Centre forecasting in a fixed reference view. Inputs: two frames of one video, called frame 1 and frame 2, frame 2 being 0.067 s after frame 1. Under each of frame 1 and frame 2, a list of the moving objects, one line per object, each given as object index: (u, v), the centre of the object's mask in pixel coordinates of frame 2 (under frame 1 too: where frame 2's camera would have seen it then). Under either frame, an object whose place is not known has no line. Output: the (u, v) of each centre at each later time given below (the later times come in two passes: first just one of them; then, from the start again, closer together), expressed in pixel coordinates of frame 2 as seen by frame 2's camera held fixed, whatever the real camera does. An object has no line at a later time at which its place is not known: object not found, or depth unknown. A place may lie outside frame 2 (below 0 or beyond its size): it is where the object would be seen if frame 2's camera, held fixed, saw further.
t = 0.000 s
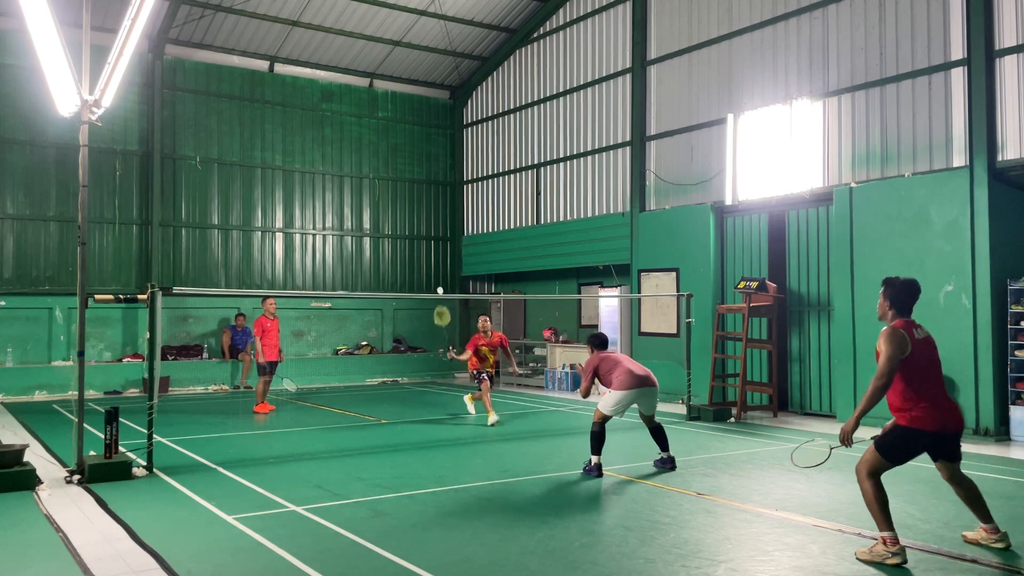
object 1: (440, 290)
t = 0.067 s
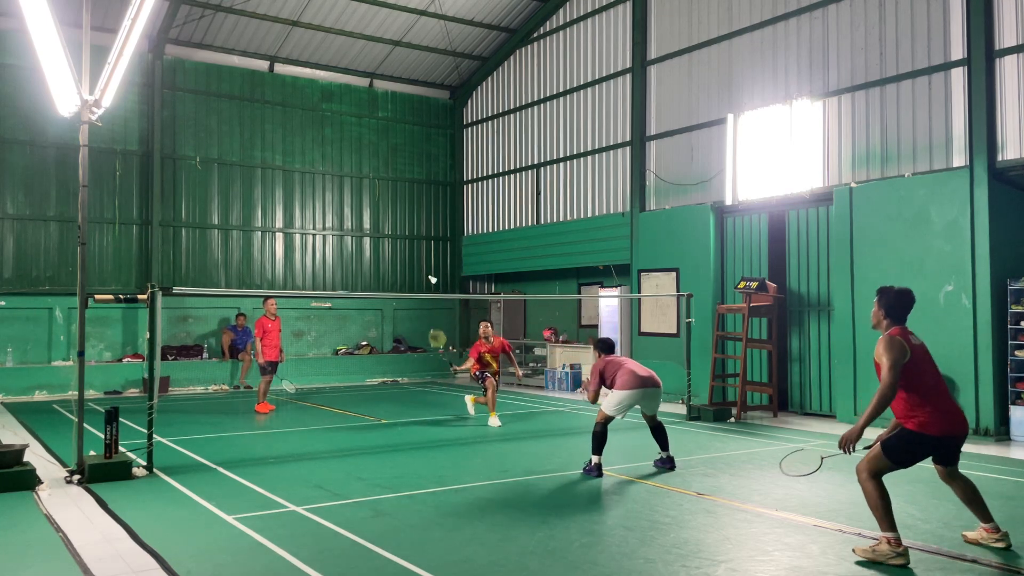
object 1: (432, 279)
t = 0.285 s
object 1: (414, 272)
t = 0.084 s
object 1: (429, 277)
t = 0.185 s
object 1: (418, 267)
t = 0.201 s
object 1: (418, 267)
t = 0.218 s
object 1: (418, 267)
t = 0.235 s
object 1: (418, 268)
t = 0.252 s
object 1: (417, 269)
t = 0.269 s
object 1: (416, 270)
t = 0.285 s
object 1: (414, 272)
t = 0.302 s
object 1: (412, 273)
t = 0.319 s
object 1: (411, 274)
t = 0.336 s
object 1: (409, 276)
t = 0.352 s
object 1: (407, 278)
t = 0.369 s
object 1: (405, 281)
